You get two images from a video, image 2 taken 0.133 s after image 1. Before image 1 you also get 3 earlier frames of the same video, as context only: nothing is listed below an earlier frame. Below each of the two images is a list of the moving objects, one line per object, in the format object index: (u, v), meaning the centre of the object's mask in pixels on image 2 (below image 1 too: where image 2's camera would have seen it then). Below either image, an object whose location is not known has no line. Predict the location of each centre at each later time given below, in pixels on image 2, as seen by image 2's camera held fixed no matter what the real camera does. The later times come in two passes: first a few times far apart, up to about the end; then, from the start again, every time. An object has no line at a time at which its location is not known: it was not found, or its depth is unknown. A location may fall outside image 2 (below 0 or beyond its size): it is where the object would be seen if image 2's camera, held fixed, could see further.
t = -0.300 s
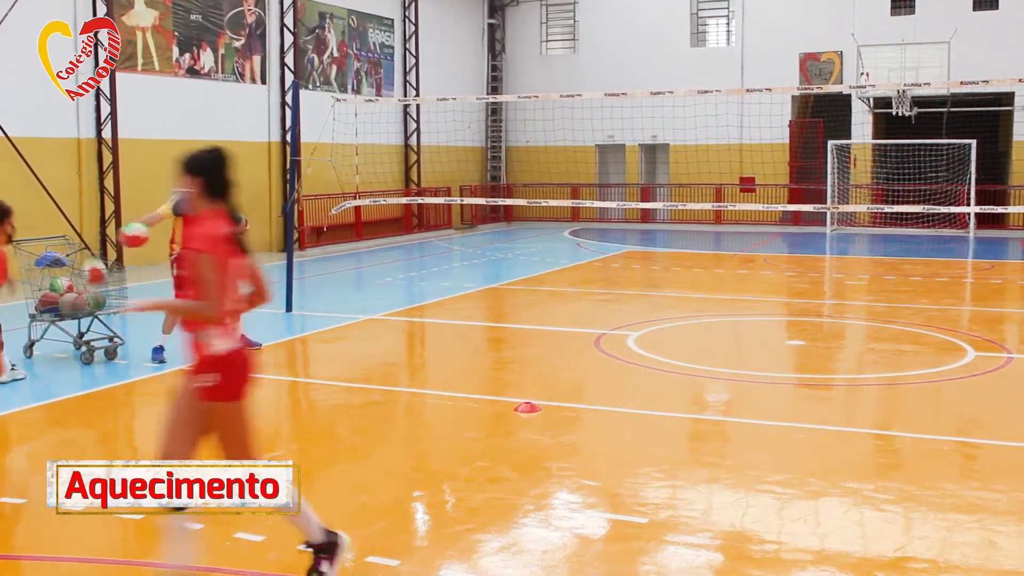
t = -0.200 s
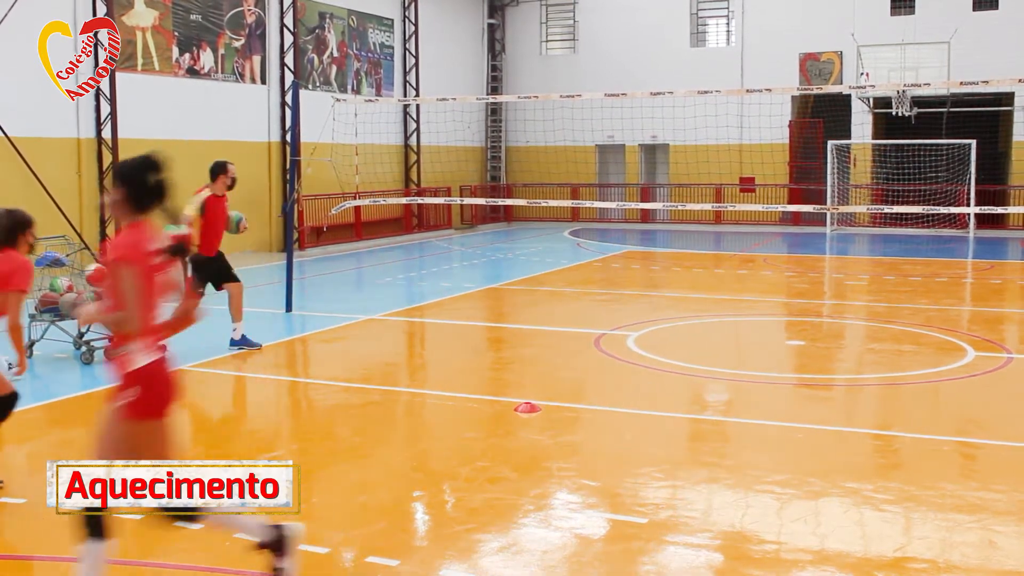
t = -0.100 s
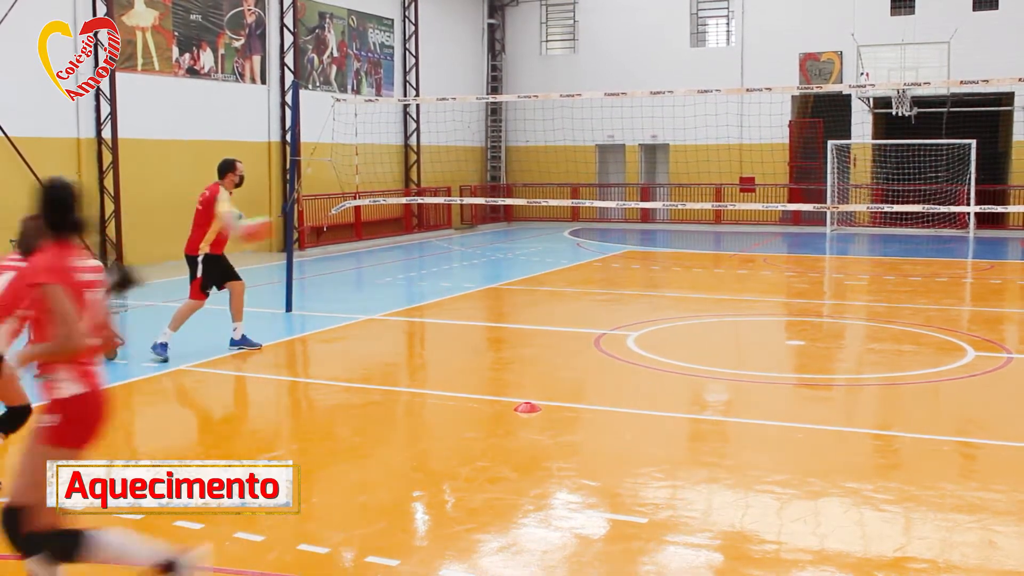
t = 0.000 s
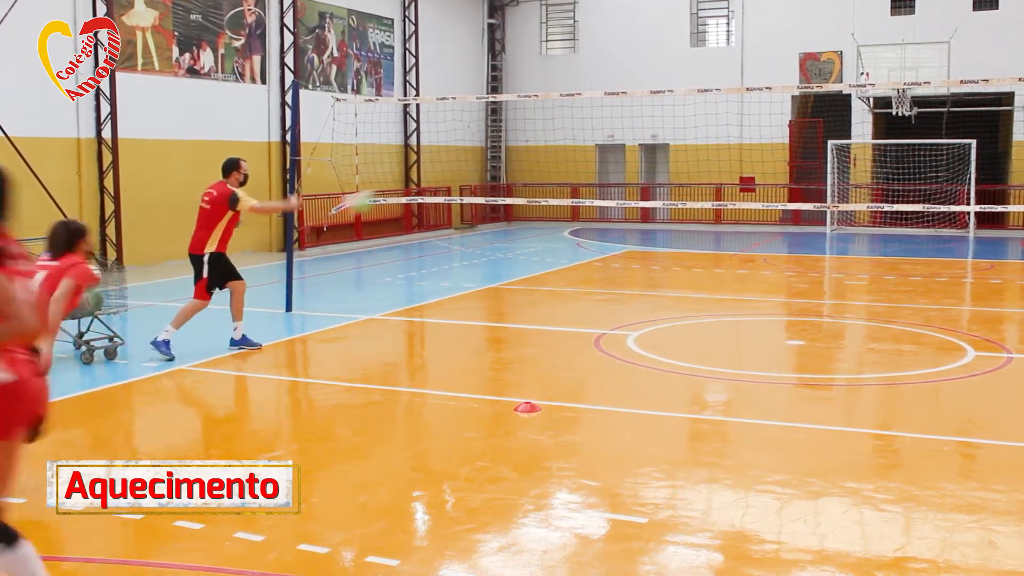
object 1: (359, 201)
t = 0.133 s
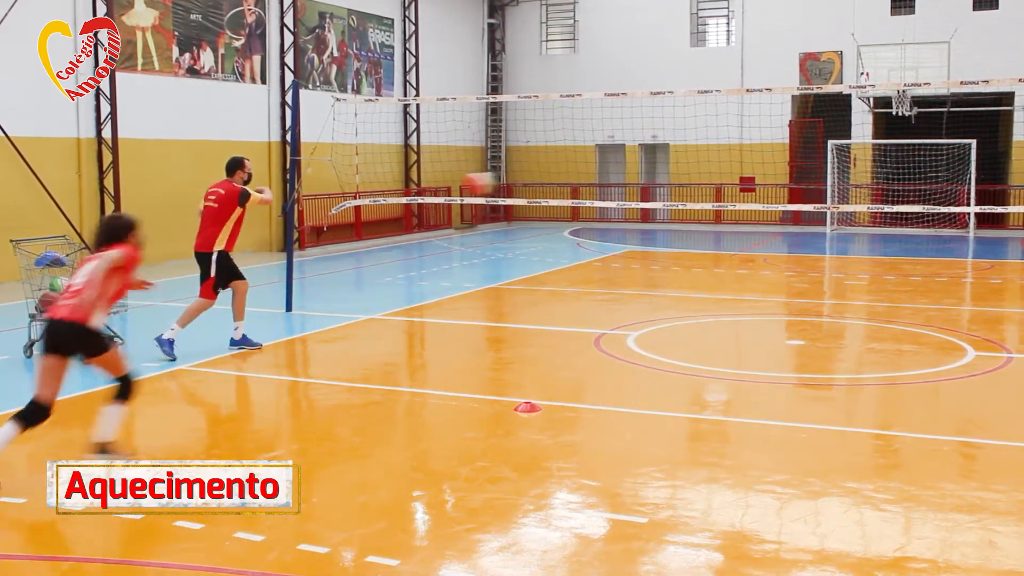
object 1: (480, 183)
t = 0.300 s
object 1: (516, 158)
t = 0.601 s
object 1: (497, 153)
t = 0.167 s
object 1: (502, 181)
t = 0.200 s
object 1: (515, 179)
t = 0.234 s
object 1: (515, 172)
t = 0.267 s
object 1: (516, 164)
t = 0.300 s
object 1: (516, 158)
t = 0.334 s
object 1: (515, 154)
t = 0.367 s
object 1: (513, 151)
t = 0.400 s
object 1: (511, 148)
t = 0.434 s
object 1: (508, 147)
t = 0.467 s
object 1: (506, 146)
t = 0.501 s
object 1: (504, 146)
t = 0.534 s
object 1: (502, 147)
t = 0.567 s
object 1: (500, 150)
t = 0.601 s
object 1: (497, 153)
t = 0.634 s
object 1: (496, 158)
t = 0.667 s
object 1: (493, 163)
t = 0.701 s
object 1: (491, 171)
